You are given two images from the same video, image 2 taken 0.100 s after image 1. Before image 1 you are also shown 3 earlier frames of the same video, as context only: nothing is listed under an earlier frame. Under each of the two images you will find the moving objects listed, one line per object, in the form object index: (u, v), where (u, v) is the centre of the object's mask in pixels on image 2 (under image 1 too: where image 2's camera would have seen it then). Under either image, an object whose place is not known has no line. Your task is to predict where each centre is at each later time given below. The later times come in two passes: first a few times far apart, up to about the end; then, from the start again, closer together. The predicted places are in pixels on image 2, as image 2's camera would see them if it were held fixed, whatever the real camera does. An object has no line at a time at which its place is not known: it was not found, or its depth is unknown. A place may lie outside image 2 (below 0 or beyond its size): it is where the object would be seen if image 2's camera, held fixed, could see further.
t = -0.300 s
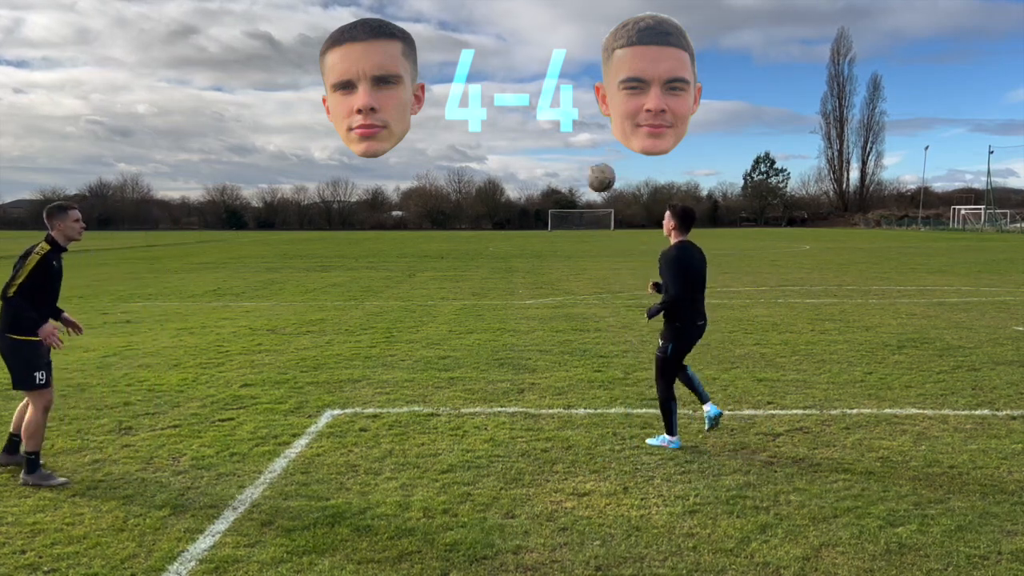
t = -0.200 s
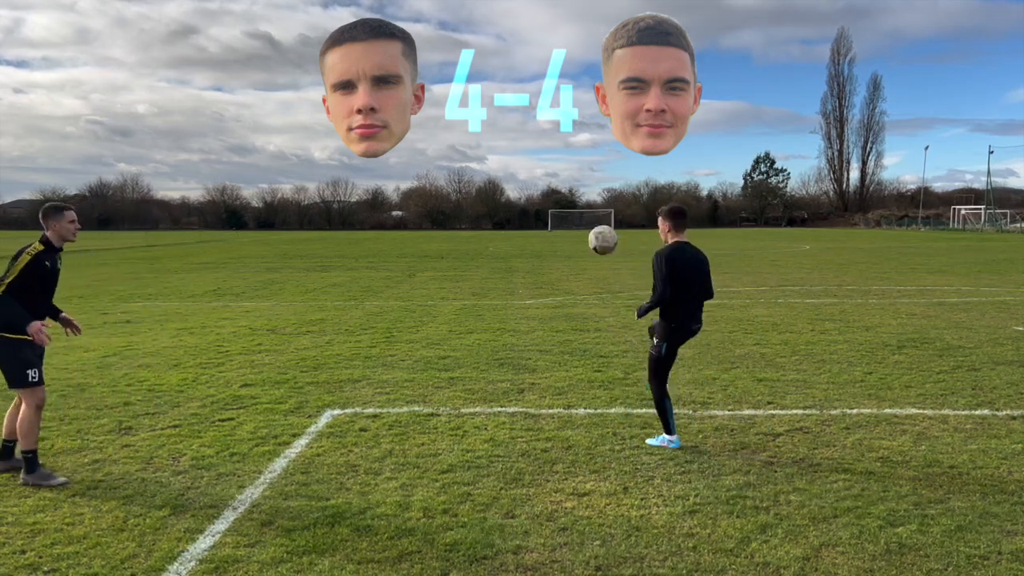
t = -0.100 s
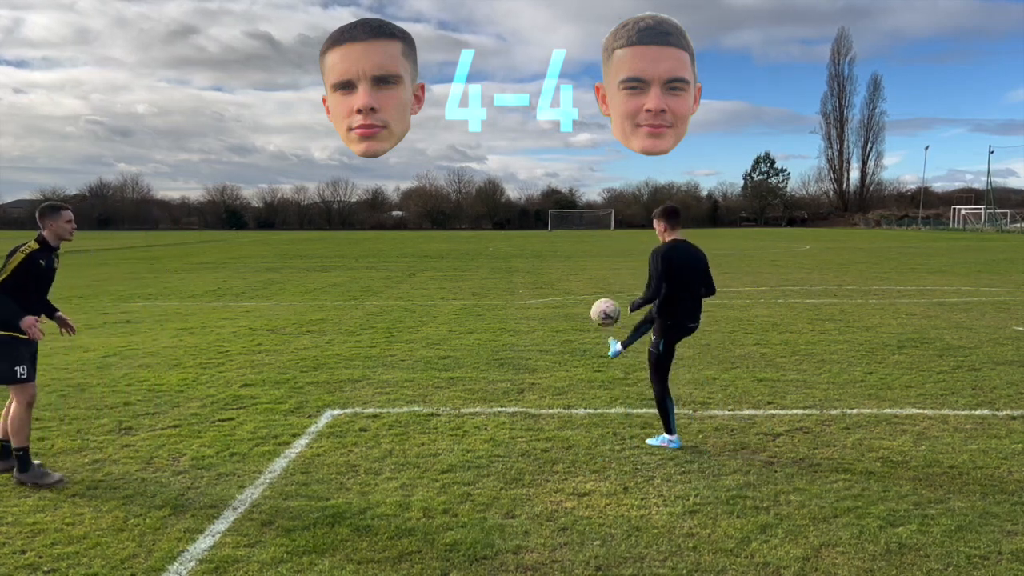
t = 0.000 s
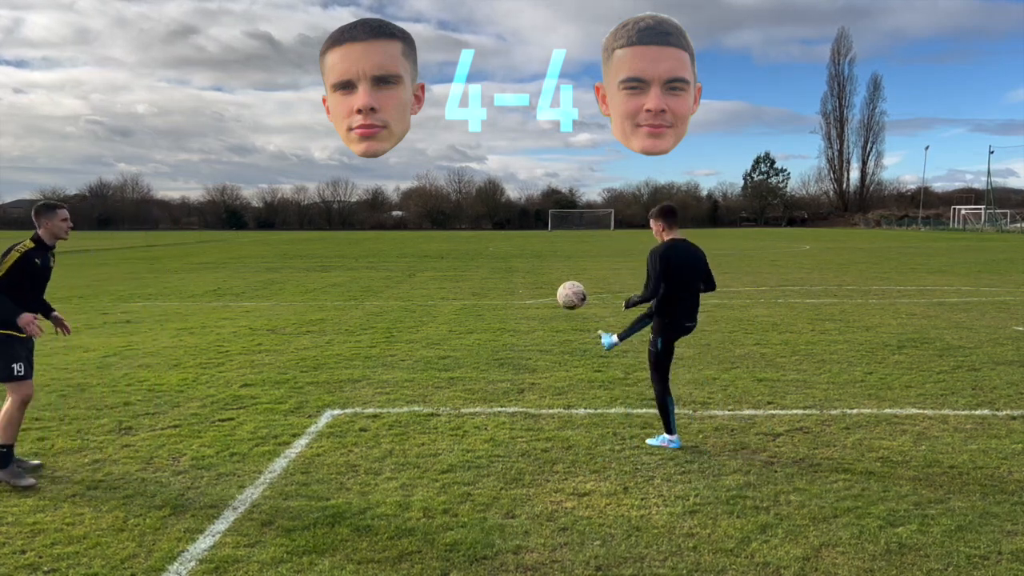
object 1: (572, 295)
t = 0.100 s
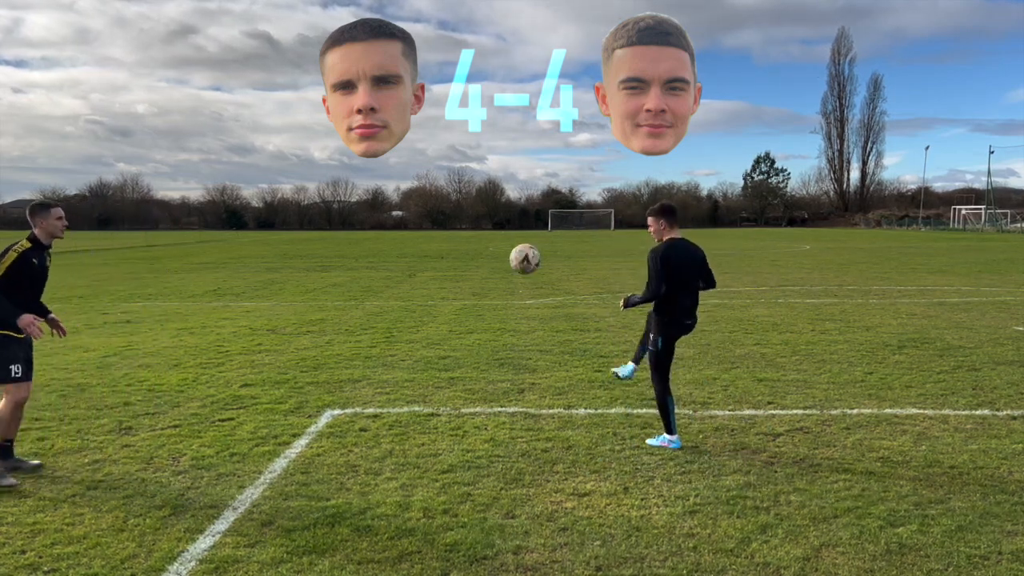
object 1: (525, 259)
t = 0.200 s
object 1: (474, 233)
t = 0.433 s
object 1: (337, 226)
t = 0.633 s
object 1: (196, 296)
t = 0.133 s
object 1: (508, 248)
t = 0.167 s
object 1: (491, 240)
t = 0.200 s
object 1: (474, 233)
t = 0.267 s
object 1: (437, 223)
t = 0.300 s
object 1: (418, 220)
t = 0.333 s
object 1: (398, 219)
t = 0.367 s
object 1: (378, 220)
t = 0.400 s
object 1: (358, 222)
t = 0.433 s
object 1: (337, 226)
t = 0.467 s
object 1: (315, 232)
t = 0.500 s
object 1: (293, 240)
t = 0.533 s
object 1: (269, 250)
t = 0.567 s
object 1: (246, 263)
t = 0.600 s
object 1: (221, 279)
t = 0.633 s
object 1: (196, 296)
